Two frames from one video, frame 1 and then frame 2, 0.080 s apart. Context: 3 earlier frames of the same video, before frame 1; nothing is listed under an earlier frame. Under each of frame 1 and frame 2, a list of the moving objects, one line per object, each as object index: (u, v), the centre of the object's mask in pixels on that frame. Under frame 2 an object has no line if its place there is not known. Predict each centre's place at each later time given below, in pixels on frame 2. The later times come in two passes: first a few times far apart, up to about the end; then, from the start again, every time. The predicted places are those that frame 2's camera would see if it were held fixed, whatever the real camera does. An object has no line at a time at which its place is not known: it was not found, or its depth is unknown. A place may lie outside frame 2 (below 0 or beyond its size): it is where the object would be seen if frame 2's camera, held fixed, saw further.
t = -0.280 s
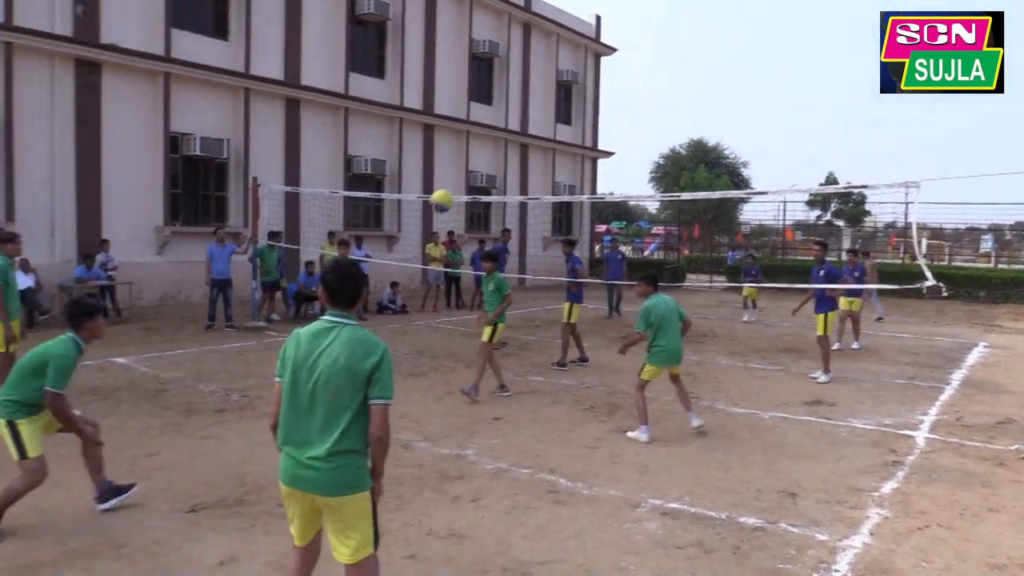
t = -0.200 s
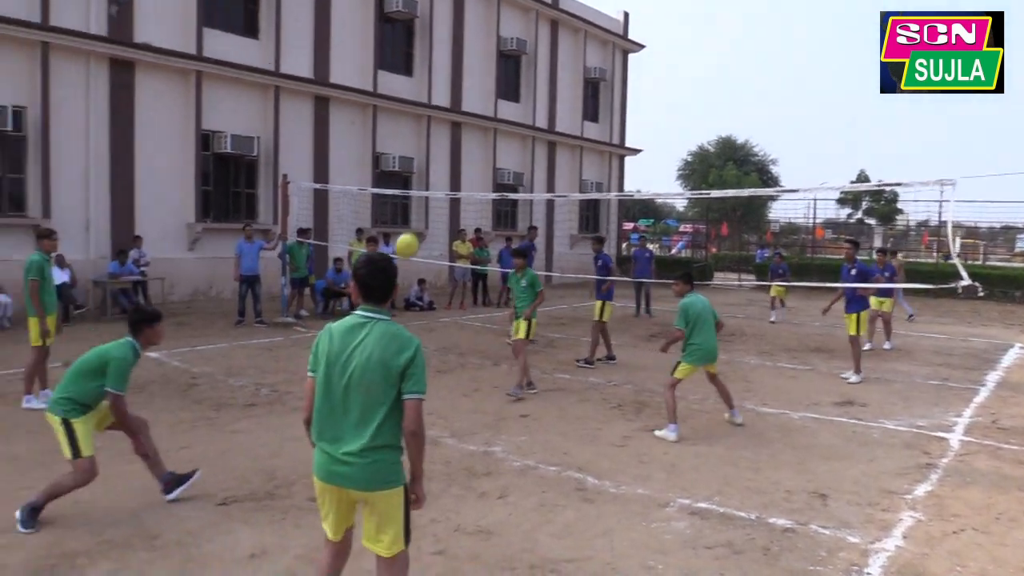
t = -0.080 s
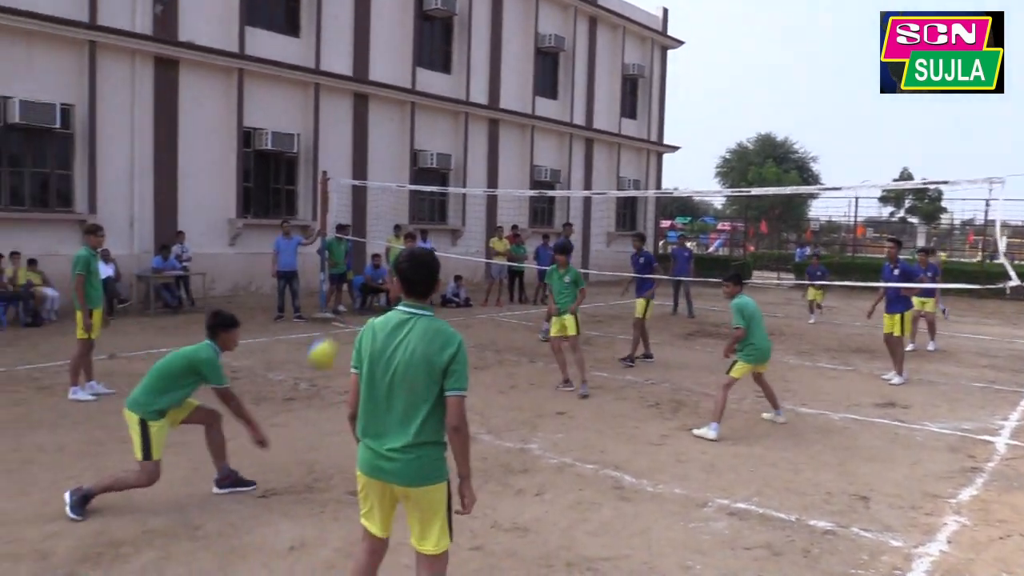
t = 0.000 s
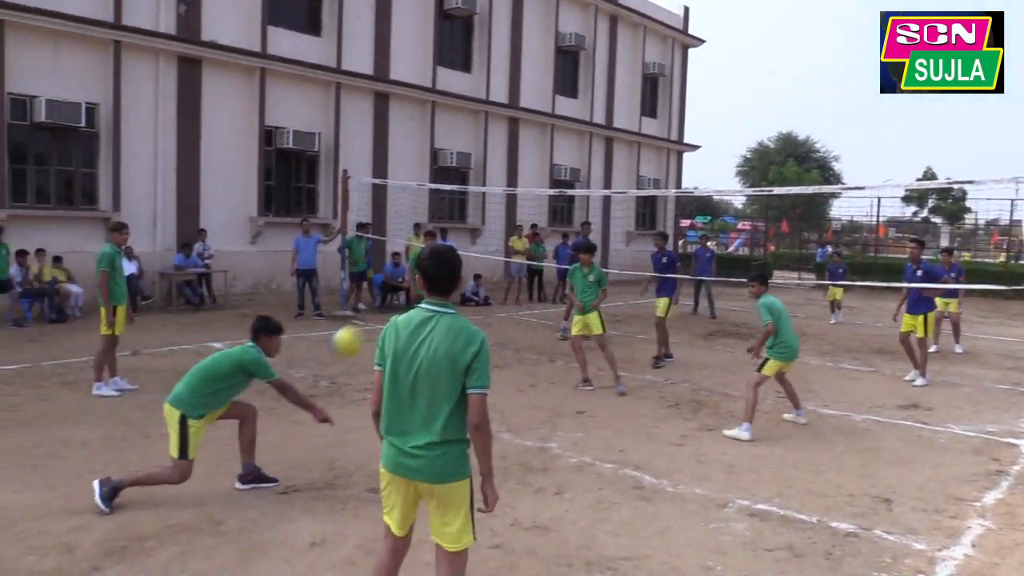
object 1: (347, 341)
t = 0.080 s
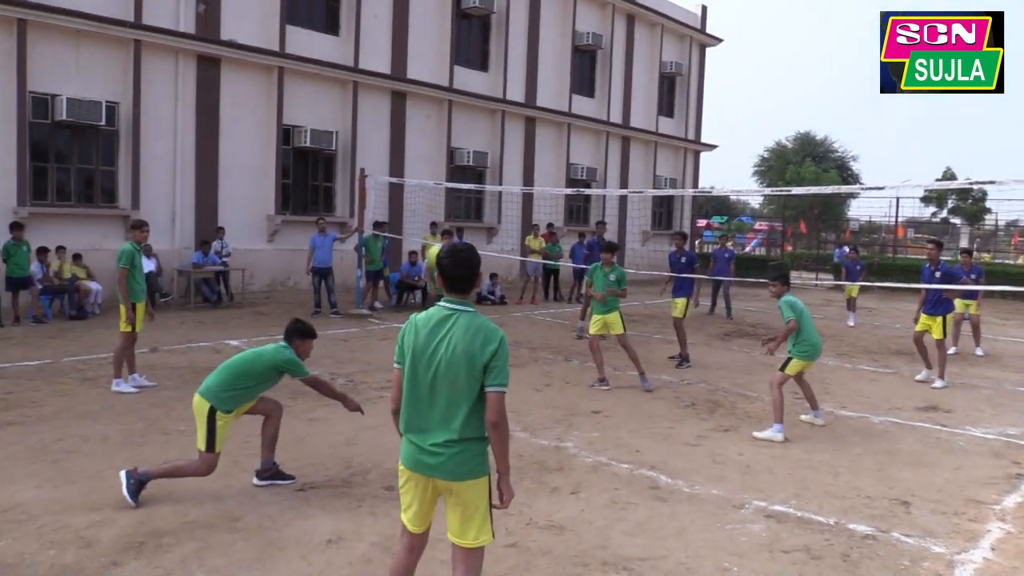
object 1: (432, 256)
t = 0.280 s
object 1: (594, 119)
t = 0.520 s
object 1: (719, 56)
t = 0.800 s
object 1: (814, 62)
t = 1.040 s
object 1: (867, 108)
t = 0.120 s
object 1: (477, 220)
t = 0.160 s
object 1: (509, 190)
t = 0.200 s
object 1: (539, 162)
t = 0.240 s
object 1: (568, 139)
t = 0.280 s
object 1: (594, 119)
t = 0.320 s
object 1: (619, 102)
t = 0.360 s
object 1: (641, 89)
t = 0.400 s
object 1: (663, 78)
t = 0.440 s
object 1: (683, 68)
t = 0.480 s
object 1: (701, 62)
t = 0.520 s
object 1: (719, 56)
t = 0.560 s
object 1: (735, 52)
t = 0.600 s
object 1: (750, 51)
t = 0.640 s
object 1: (764, 50)
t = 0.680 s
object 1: (777, 51)
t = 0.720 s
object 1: (790, 54)
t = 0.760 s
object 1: (802, 58)
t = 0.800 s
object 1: (814, 62)
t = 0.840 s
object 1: (824, 68)
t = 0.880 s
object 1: (834, 74)
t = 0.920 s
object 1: (843, 81)
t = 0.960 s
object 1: (851, 90)
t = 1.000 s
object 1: (859, 99)
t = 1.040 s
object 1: (867, 108)
